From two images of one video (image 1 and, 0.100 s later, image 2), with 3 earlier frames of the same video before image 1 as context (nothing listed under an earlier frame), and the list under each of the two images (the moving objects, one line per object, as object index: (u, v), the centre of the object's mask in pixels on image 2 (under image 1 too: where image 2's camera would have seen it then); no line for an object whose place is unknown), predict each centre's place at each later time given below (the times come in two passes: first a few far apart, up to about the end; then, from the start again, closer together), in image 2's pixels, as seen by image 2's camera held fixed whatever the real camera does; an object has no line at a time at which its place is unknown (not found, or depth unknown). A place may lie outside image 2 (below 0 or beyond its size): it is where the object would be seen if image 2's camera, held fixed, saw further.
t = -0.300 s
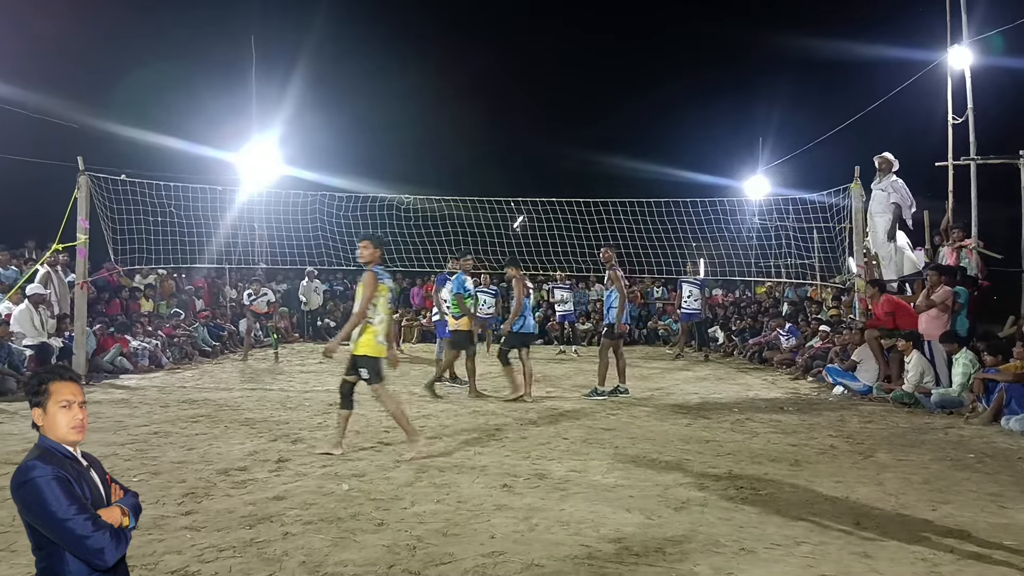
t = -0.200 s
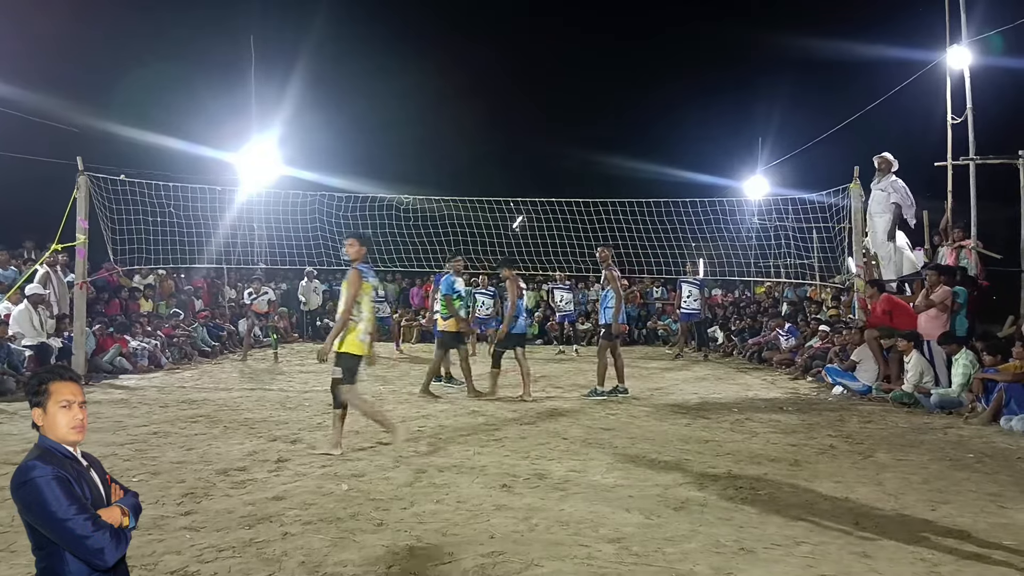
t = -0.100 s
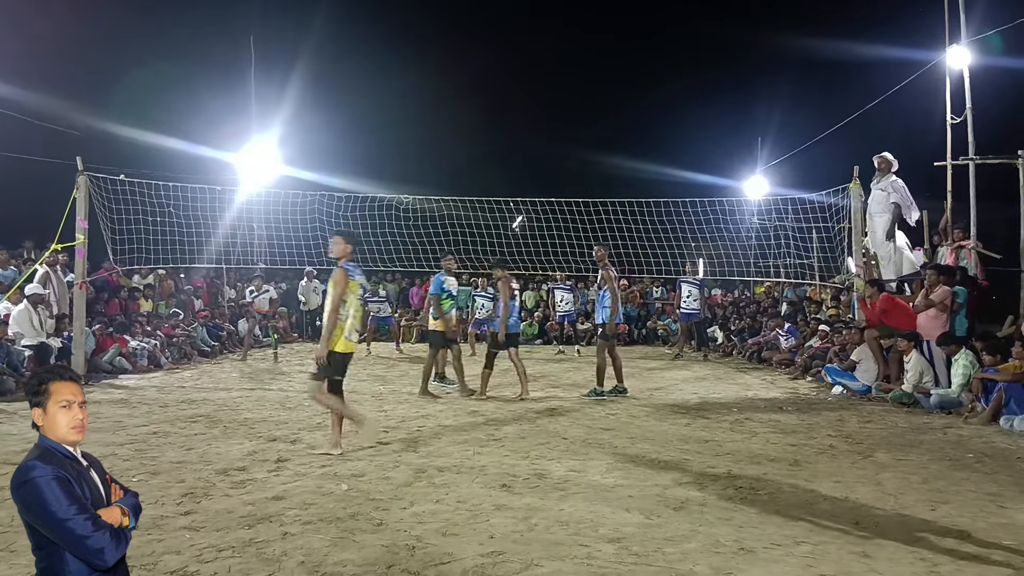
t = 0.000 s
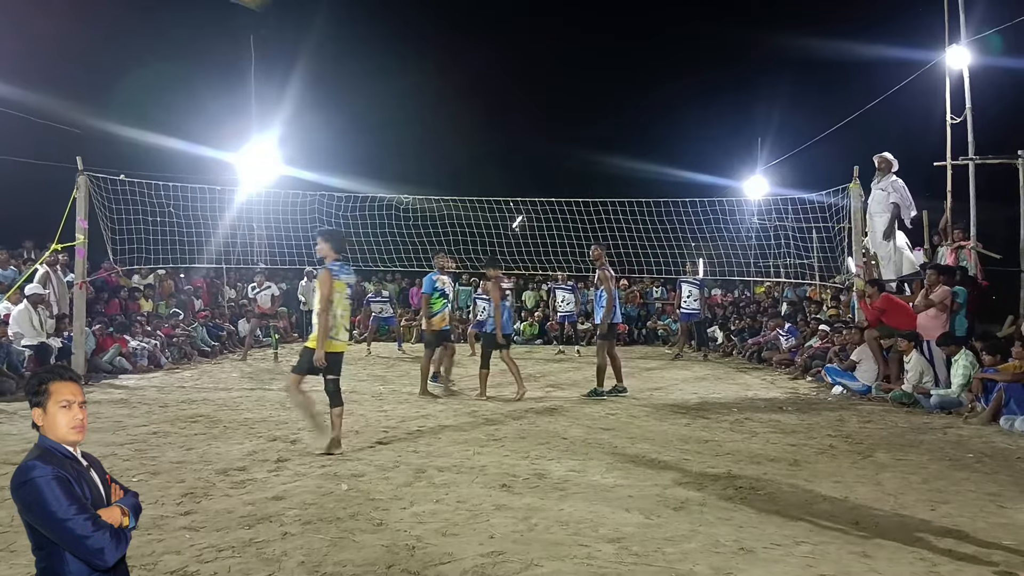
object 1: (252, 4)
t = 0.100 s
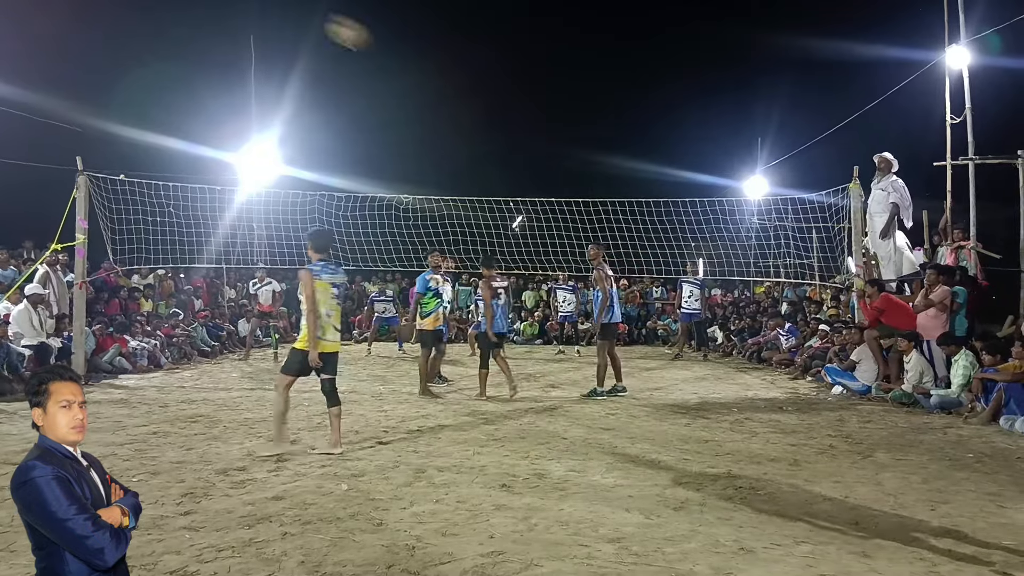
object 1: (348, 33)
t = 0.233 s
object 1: (435, 88)
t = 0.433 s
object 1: (511, 167)
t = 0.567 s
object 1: (543, 214)
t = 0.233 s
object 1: (435, 88)
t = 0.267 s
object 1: (452, 102)
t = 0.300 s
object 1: (466, 115)
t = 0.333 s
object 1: (479, 128)
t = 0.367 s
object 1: (491, 141)
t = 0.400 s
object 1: (502, 154)
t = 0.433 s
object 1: (511, 167)
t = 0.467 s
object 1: (520, 178)
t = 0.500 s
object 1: (528, 189)
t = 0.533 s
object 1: (536, 203)
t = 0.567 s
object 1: (543, 214)
